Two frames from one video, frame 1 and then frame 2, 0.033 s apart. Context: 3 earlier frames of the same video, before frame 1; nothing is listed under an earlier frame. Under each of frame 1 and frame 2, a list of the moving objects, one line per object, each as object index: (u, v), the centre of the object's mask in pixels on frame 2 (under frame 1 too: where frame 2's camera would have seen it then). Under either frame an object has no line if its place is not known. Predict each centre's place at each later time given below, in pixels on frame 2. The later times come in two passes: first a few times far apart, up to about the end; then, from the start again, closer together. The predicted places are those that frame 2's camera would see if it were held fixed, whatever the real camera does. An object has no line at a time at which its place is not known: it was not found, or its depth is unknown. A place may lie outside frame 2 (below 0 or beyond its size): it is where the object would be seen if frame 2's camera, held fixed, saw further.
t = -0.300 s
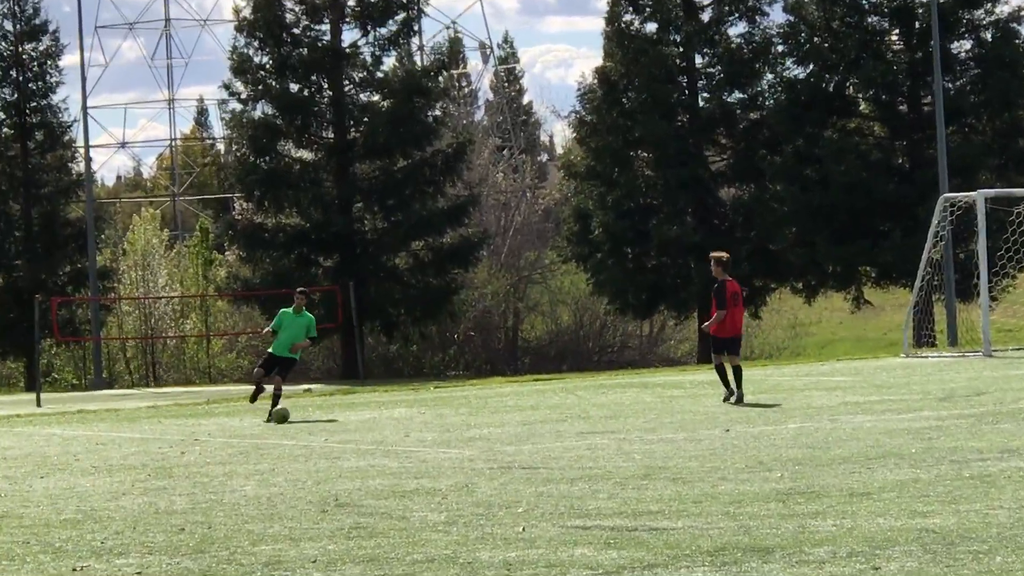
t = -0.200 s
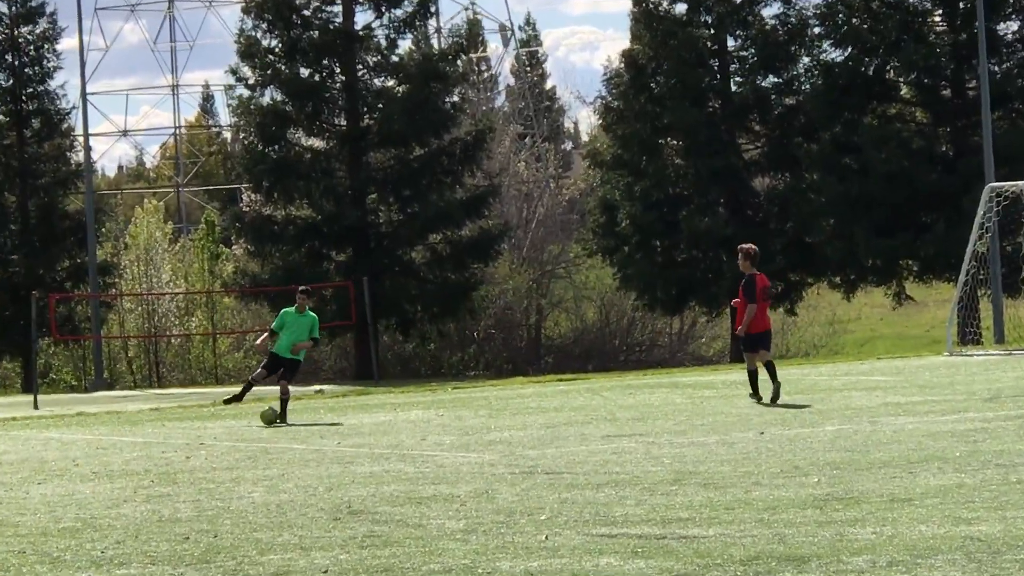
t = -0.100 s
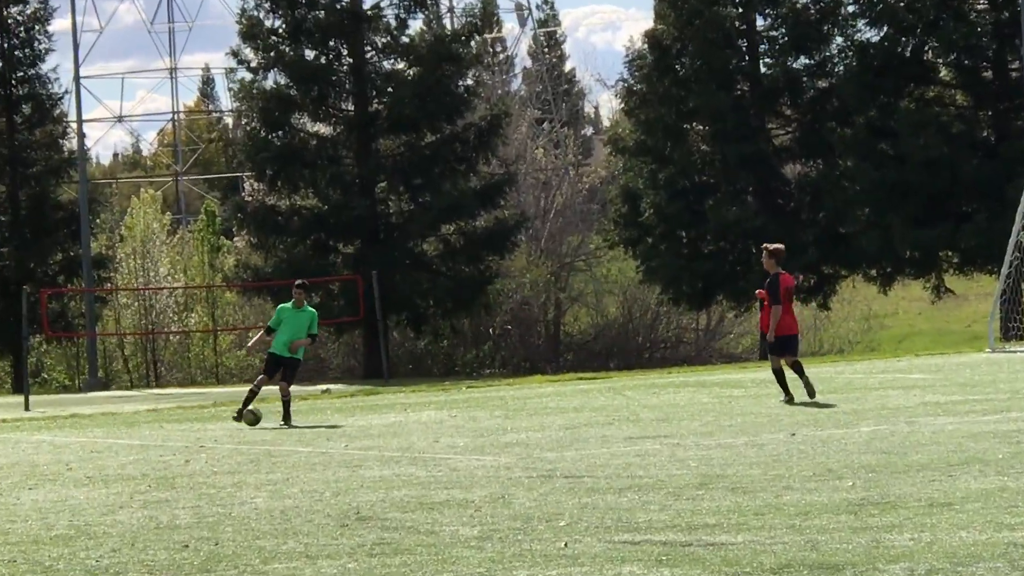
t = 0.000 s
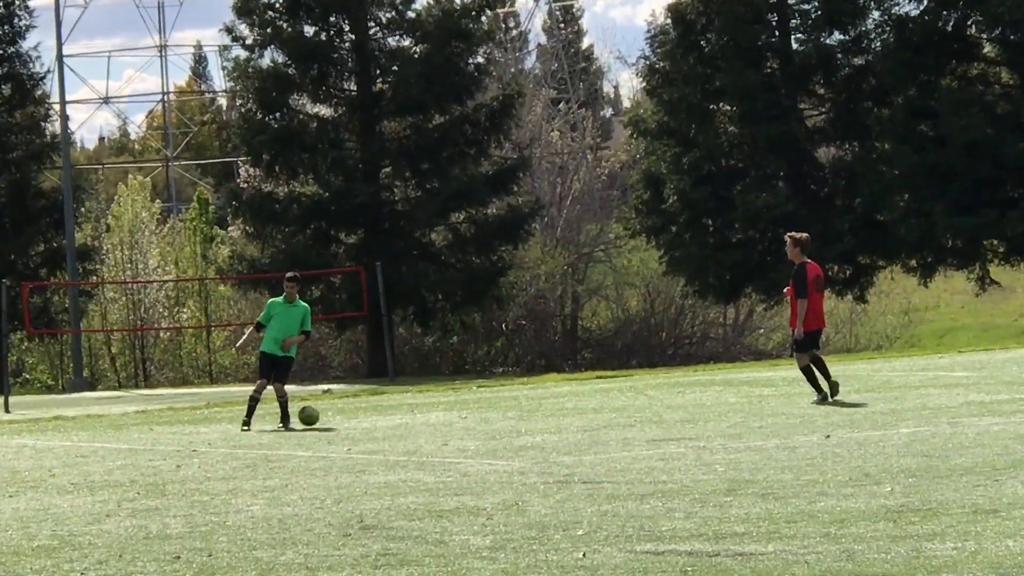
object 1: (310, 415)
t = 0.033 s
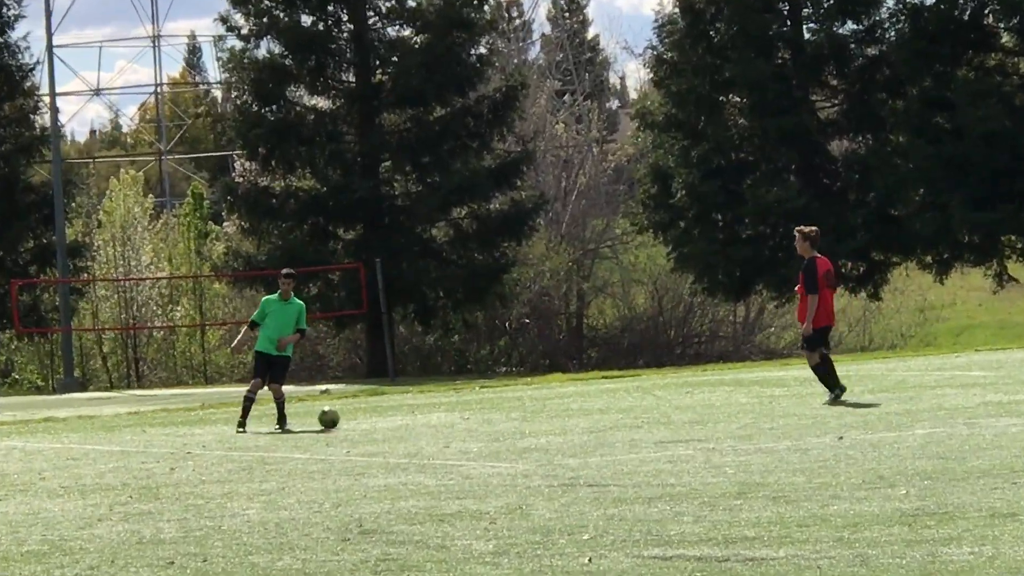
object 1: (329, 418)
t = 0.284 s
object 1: (462, 409)
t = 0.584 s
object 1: (590, 398)
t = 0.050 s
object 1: (338, 418)
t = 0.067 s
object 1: (346, 416)
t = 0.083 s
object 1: (354, 415)
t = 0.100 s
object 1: (362, 415)
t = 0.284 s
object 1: (462, 409)
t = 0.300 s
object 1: (471, 408)
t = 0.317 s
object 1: (479, 408)
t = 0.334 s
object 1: (488, 409)
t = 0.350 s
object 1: (496, 409)
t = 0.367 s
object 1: (504, 407)
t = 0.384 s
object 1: (510, 406)
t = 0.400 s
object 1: (518, 404)
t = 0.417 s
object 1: (524, 403)
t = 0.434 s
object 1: (532, 402)
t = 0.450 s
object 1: (539, 401)
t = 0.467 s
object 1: (546, 401)
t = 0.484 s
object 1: (553, 401)
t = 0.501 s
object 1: (561, 401)
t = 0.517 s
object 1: (568, 402)
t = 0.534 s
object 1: (574, 401)
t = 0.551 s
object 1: (579, 400)
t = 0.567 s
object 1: (584, 399)
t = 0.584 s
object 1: (590, 398)
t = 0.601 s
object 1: (594, 397)
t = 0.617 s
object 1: (600, 397)
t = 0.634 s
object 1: (605, 396)
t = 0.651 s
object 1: (610, 397)
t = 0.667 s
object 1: (615, 397)
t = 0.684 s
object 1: (620, 397)
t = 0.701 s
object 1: (625, 399)
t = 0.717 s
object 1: (630, 397)
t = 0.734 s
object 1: (635, 396)
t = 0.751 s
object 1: (639, 396)
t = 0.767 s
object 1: (643, 395)
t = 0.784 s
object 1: (647, 395)
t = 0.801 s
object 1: (651, 394)
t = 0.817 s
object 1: (656, 395)
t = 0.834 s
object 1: (659, 396)
